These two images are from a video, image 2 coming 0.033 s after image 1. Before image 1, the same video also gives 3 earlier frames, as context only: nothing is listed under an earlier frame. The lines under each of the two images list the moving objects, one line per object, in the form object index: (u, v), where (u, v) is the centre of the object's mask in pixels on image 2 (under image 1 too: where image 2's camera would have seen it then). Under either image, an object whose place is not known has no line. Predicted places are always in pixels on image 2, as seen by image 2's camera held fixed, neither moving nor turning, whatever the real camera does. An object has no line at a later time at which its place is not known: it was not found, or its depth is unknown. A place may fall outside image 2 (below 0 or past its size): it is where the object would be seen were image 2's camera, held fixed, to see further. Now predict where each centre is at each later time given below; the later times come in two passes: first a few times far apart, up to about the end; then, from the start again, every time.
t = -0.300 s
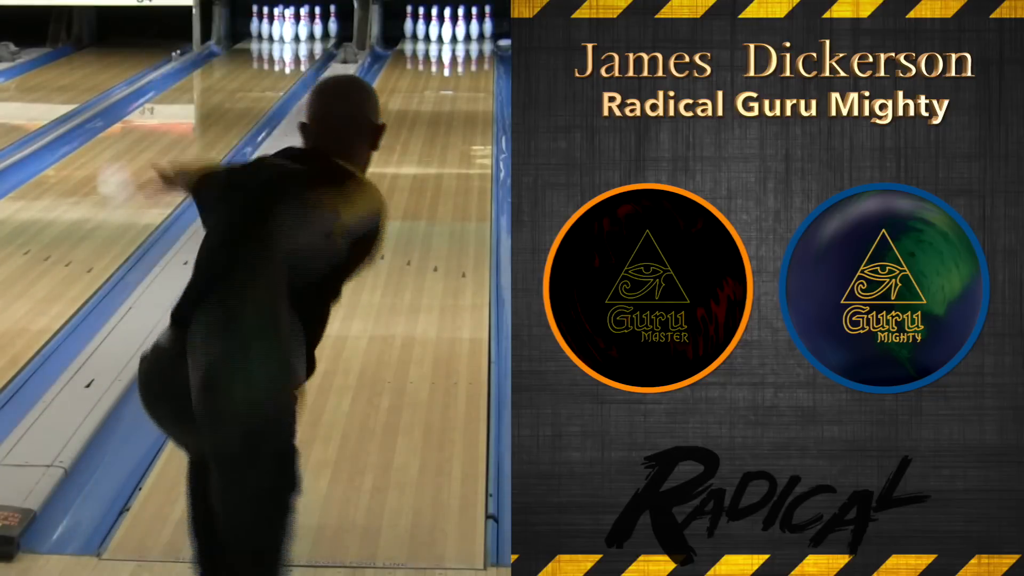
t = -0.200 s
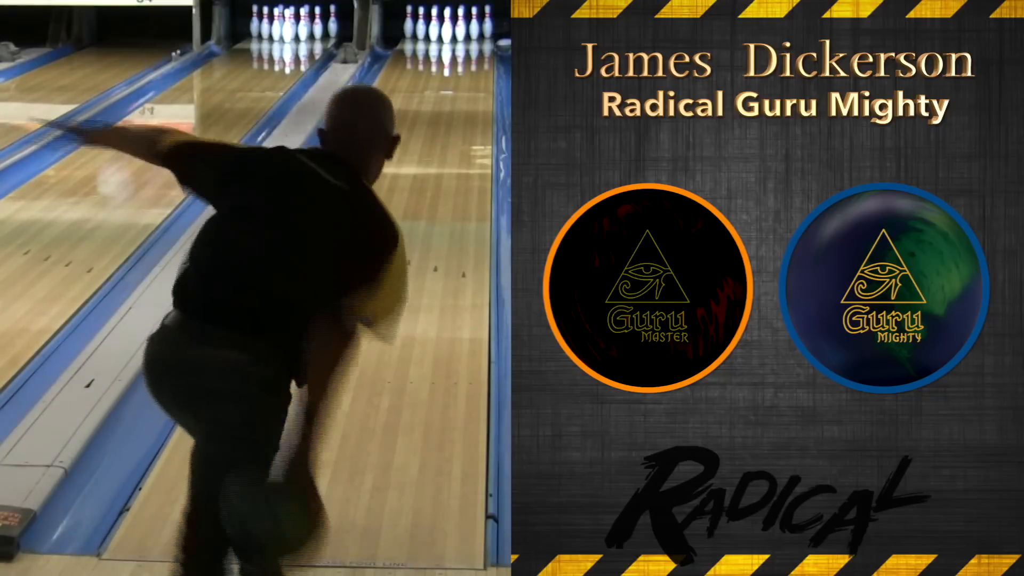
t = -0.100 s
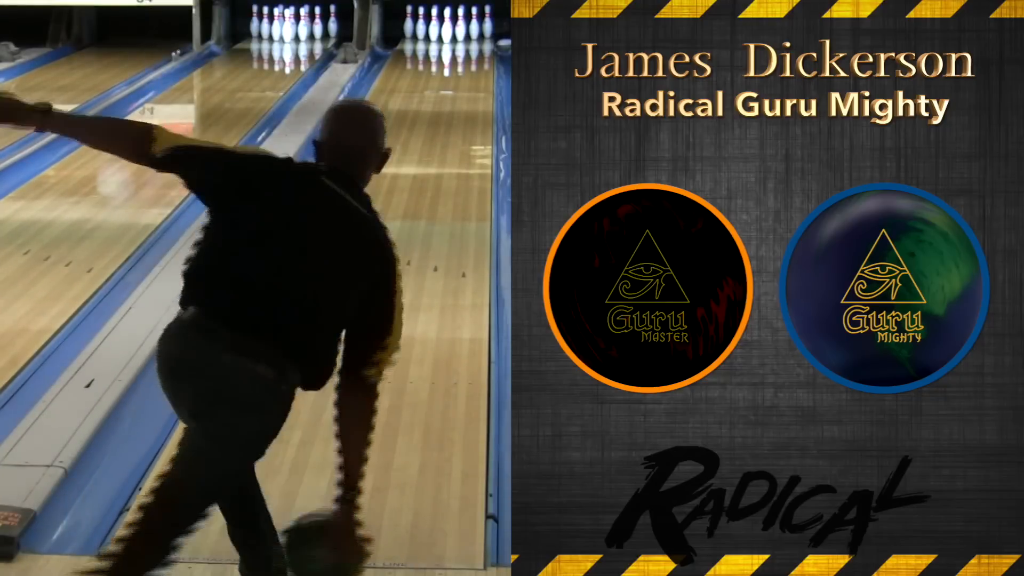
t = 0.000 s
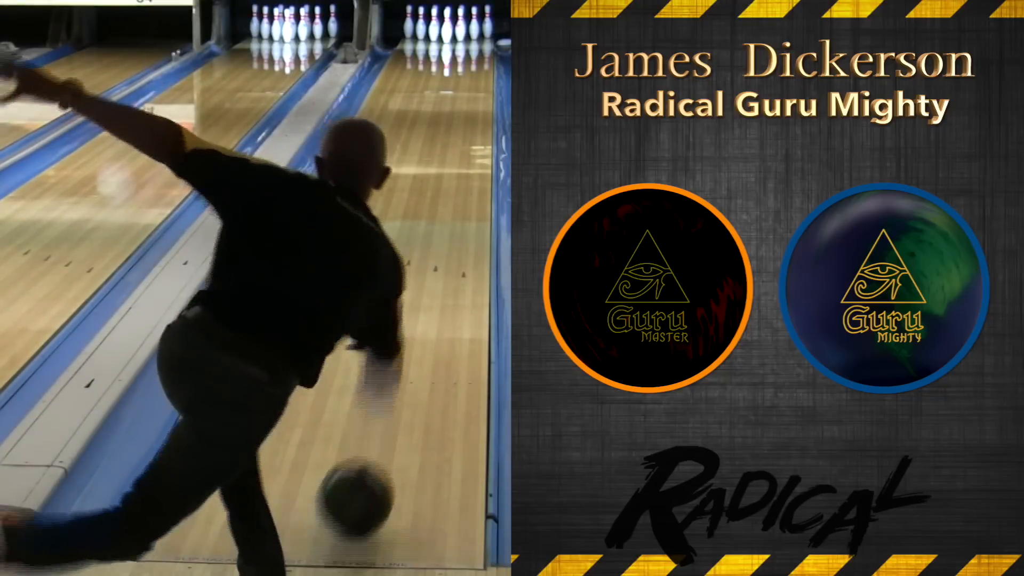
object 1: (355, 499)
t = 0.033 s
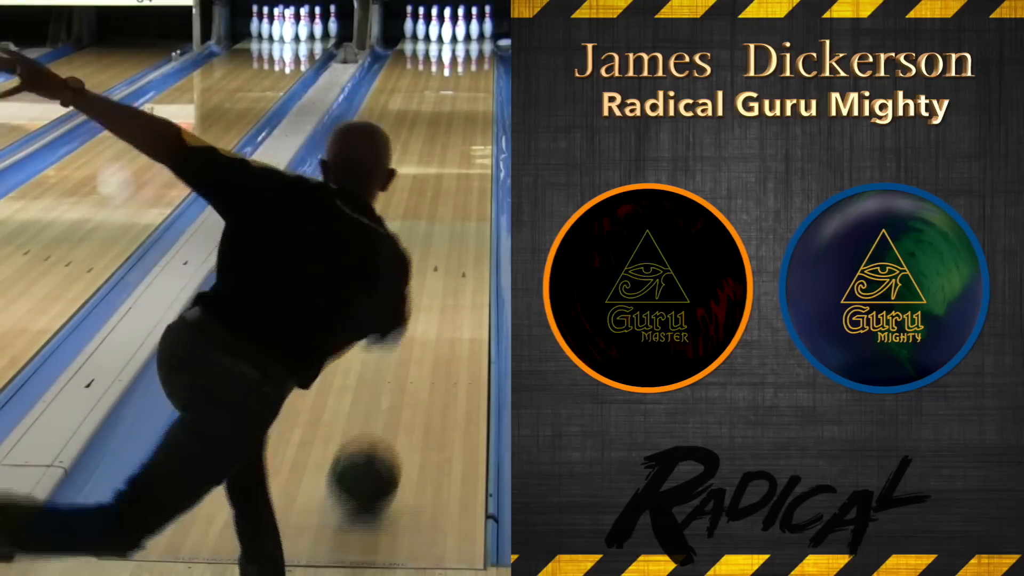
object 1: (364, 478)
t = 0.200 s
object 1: (397, 377)
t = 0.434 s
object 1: (428, 285)
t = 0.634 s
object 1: (445, 222)
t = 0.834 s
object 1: (457, 180)
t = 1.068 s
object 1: (467, 142)
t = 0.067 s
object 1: (372, 454)
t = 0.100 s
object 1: (379, 435)
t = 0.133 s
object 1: (385, 414)
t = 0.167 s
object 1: (391, 395)
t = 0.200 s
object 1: (397, 377)
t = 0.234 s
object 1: (402, 360)
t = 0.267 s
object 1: (407, 345)
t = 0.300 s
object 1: (412, 330)
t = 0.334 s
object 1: (416, 316)
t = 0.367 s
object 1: (420, 303)
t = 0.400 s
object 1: (424, 291)
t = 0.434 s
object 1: (428, 285)
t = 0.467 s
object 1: (435, 279)
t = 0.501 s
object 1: (446, 267)
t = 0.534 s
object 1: (450, 249)
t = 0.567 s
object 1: (446, 238)
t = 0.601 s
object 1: (445, 230)
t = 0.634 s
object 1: (445, 222)
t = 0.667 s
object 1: (447, 214)
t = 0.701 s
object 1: (450, 207)
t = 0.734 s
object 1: (452, 200)
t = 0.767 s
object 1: (454, 193)
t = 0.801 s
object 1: (455, 186)
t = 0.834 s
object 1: (457, 180)
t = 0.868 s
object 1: (459, 174)
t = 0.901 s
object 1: (460, 168)
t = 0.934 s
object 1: (462, 162)
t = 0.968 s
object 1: (463, 157)
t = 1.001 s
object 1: (464, 151)
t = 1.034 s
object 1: (465, 146)
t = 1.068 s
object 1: (467, 142)
